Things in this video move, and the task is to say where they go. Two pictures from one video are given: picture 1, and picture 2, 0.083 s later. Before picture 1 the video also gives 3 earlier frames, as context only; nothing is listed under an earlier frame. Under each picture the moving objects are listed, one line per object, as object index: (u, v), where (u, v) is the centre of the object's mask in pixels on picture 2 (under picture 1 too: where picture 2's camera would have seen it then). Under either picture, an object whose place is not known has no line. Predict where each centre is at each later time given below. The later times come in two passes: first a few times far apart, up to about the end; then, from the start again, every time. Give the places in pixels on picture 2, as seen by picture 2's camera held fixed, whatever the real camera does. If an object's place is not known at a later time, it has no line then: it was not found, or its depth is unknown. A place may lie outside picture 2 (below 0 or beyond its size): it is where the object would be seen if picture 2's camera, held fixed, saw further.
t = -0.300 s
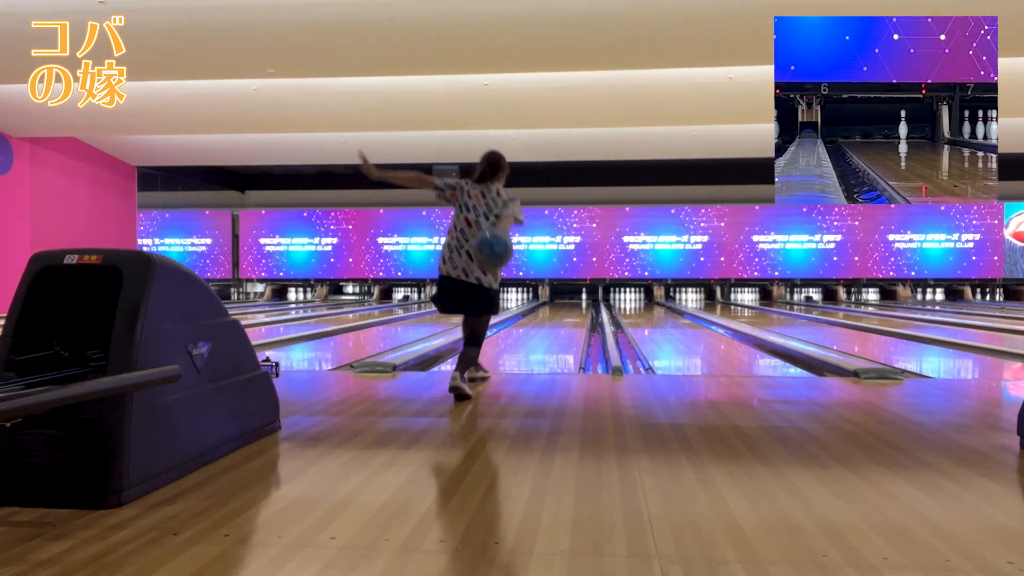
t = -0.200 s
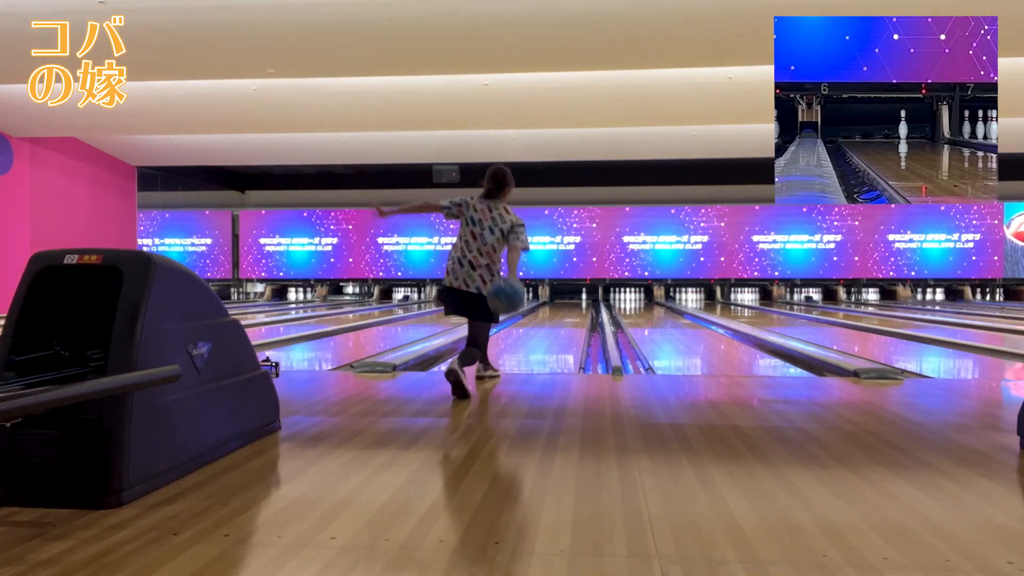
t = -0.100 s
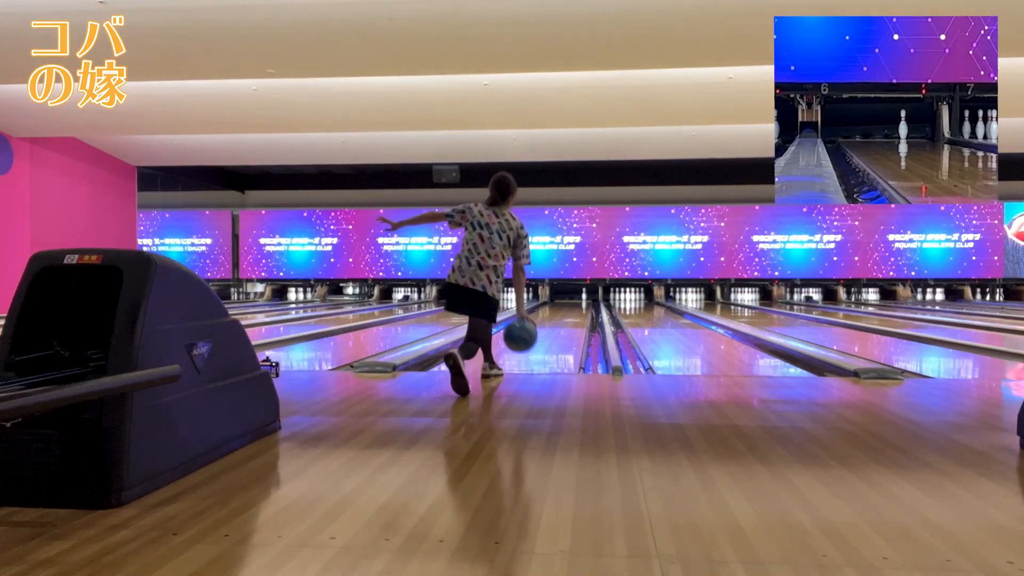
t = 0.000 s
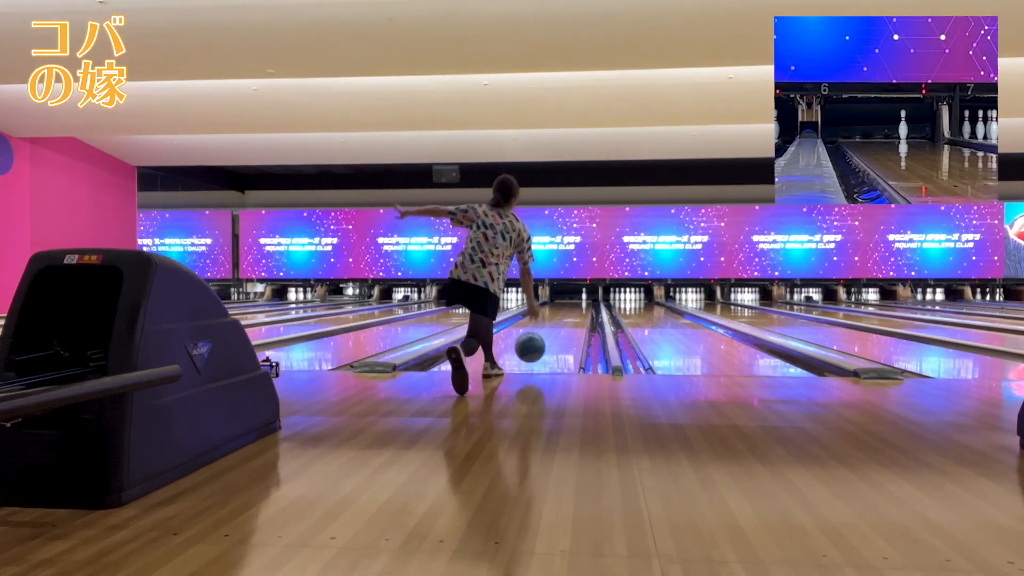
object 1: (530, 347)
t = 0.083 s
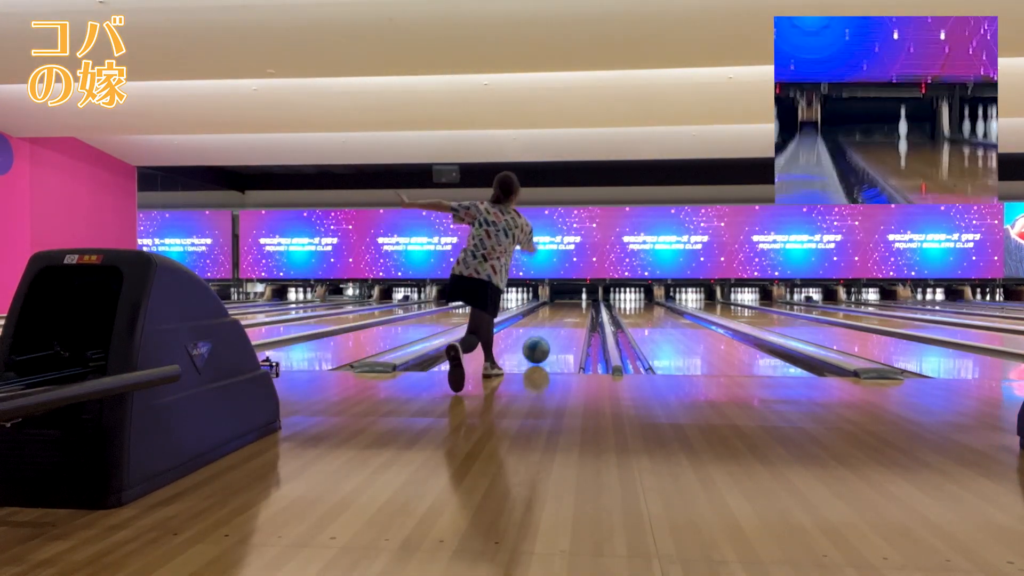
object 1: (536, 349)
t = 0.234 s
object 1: (544, 340)
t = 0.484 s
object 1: (554, 329)
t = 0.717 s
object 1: (560, 321)
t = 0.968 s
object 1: (564, 316)
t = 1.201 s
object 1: (567, 312)
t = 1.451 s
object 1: (569, 308)
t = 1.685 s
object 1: (571, 306)
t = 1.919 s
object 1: (572, 304)
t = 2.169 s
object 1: (573, 302)
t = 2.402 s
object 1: (574, 300)
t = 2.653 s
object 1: (574, 299)
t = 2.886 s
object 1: (574, 298)
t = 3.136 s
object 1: (573, 297)
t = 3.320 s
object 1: (571, 297)
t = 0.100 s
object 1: (537, 348)
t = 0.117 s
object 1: (538, 347)
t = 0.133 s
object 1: (539, 346)
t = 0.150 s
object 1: (540, 345)
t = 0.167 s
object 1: (541, 344)
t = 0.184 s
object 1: (542, 343)
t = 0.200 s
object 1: (543, 343)
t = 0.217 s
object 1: (543, 342)
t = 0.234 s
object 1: (544, 340)
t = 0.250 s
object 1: (545, 340)
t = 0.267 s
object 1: (546, 339)
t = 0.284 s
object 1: (546, 338)
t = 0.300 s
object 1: (547, 337)
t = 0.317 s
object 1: (548, 336)
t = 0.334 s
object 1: (548, 335)
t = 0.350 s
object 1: (549, 335)
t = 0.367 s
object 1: (550, 334)
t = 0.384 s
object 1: (550, 333)
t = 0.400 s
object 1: (551, 332)
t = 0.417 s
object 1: (552, 332)
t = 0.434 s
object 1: (552, 331)
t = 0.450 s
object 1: (553, 330)
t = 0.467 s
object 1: (553, 330)
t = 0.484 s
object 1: (554, 329)
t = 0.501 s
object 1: (554, 329)
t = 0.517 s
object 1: (555, 328)
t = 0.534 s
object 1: (555, 327)
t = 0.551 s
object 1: (556, 327)
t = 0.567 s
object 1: (556, 326)
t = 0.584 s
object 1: (556, 326)
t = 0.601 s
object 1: (557, 325)
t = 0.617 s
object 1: (557, 325)
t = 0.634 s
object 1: (558, 324)
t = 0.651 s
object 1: (558, 323)
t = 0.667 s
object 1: (559, 323)
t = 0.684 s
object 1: (559, 322)
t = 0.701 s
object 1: (559, 322)
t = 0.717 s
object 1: (560, 321)
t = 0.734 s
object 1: (560, 321)
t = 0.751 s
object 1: (560, 321)
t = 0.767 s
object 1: (561, 320)
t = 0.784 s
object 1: (561, 320)
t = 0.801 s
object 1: (561, 319)
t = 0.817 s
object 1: (562, 319)
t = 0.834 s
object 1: (562, 319)
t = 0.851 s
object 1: (562, 318)
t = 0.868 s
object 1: (563, 318)
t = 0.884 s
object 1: (563, 318)
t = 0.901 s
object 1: (563, 317)
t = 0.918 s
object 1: (563, 317)
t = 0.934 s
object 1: (564, 317)
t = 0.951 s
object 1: (564, 316)
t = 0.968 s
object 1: (564, 316)
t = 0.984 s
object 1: (564, 316)
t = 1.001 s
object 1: (564, 315)
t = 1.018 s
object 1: (565, 315)
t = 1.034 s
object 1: (565, 315)
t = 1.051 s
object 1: (565, 314)
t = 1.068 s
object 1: (566, 314)
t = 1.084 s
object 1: (566, 314)
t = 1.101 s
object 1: (566, 313)
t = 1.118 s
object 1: (566, 313)
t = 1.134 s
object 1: (566, 313)
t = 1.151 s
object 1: (566, 313)
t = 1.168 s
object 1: (567, 312)
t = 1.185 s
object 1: (567, 312)
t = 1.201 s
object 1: (567, 312)
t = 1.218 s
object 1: (567, 312)
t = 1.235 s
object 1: (567, 312)
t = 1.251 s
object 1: (567, 311)
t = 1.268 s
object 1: (567, 311)
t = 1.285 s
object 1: (568, 311)
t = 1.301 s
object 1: (568, 311)
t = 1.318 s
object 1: (568, 310)
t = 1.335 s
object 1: (568, 310)
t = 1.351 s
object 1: (568, 310)
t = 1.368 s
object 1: (568, 310)
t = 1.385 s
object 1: (569, 310)
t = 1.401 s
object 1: (569, 309)
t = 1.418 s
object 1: (569, 309)
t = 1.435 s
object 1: (569, 309)
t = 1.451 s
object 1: (569, 308)
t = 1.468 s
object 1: (569, 308)
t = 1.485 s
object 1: (570, 308)
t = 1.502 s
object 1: (570, 308)
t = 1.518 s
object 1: (570, 307)
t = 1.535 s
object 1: (570, 307)
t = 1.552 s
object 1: (570, 307)
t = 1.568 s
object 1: (570, 307)
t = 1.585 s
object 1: (570, 307)
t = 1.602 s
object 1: (571, 306)
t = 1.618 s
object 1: (571, 306)
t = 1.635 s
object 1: (571, 306)
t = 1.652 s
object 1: (571, 306)
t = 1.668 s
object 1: (571, 306)
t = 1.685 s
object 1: (571, 306)
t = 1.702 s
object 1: (571, 306)
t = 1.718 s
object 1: (571, 305)
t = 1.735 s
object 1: (571, 305)
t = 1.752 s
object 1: (571, 305)
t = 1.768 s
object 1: (572, 305)
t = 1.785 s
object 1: (572, 305)
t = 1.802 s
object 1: (572, 305)
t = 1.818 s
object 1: (572, 304)
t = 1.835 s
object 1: (572, 304)
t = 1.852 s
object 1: (572, 304)
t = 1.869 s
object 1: (572, 304)
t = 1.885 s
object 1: (572, 304)
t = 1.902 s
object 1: (572, 304)
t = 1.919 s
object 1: (572, 304)
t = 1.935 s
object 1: (573, 303)
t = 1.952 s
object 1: (573, 303)
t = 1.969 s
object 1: (573, 303)
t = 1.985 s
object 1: (573, 303)
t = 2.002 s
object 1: (573, 303)
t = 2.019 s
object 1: (573, 303)
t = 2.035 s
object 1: (573, 303)
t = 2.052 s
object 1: (573, 303)
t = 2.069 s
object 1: (573, 303)
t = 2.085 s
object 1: (573, 303)
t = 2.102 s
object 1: (573, 302)
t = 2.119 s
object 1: (573, 302)
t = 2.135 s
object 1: (573, 302)
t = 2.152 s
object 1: (573, 302)
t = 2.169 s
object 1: (573, 302)
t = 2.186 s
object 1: (573, 302)
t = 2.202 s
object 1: (573, 302)
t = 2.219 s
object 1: (573, 302)
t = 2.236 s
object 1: (574, 302)
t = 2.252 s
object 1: (574, 301)
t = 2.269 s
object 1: (574, 301)
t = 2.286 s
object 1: (573, 301)
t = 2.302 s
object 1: (573, 301)
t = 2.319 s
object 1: (574, 300)
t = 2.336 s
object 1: (574, 300)
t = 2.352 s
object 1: (574, 300)
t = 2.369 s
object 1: (574, 300)
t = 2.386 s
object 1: (574, 300)
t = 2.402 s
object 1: (574, 300)
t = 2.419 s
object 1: (574, 300)
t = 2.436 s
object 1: (574, 300)
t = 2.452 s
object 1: (574, 300)
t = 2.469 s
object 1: (574, 300)
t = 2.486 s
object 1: (574, 300)
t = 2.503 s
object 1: (574, 300)
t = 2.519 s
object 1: (574, 300)
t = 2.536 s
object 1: (574, 299)
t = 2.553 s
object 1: (574, 299)
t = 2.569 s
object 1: (574, 299)
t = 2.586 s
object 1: (574, 299)
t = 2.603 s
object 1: (574, 299)
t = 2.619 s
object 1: (574, 299)
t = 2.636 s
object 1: (574, 299)
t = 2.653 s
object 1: (574, 299)
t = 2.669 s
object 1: (574, 299)
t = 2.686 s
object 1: (574, 299)
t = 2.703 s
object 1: (574, 299)
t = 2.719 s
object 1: (573, 299)
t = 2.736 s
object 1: (574, 299)
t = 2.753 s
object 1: (573, 298)
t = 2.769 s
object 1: (573, 299)
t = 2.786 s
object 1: (573, 298)
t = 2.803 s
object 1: (574, 298)
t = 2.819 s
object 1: (574, 298)
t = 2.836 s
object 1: (574, 298)
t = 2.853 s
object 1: (573, 298)
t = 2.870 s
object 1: (573, 298)
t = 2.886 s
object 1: (574, 298)
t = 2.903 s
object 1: (573, 298)
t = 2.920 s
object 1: (573, 298)
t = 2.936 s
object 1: (573, 297)
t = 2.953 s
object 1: (573, 297)
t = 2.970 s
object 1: (573, 297)
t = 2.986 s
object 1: (573, 297)
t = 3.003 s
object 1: (573, 297)
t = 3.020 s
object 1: (573, 297)
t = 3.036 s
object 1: (573, 297)
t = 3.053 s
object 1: (573, 297)
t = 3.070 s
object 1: (573, 297)
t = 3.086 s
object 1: (573, 297)
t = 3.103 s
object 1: (573, 297)
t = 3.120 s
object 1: (573, 297)
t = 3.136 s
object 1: (573, 297)
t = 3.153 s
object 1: (572, 297)
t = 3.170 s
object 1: (572, 297)
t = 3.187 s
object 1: (572, 297)
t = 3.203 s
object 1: (572, 297)
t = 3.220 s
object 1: (572, 297)
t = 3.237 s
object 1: (572, 297)
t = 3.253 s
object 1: (572, 296)
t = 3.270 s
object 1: (572, 297)
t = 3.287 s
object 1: (572, 297)
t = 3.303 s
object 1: (572, 297)
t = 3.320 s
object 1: (571, 297)
